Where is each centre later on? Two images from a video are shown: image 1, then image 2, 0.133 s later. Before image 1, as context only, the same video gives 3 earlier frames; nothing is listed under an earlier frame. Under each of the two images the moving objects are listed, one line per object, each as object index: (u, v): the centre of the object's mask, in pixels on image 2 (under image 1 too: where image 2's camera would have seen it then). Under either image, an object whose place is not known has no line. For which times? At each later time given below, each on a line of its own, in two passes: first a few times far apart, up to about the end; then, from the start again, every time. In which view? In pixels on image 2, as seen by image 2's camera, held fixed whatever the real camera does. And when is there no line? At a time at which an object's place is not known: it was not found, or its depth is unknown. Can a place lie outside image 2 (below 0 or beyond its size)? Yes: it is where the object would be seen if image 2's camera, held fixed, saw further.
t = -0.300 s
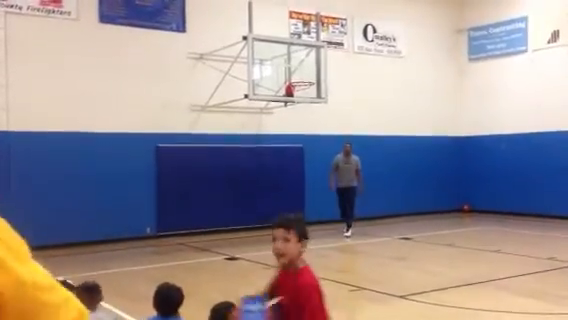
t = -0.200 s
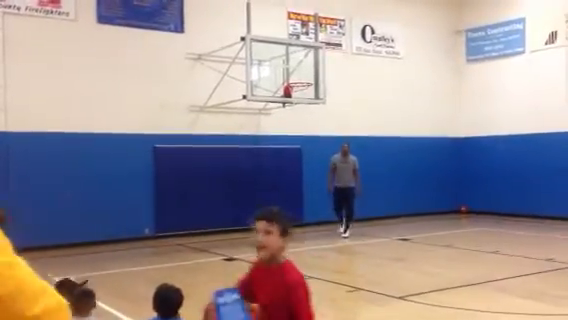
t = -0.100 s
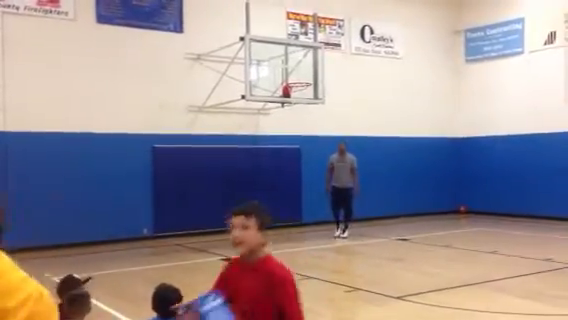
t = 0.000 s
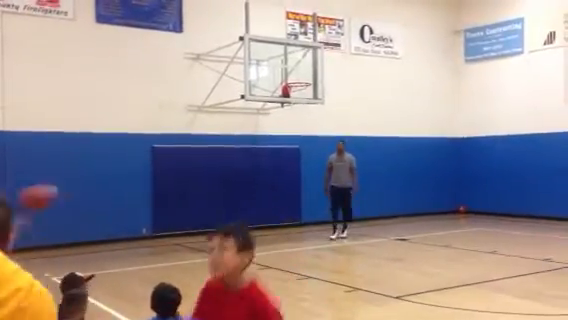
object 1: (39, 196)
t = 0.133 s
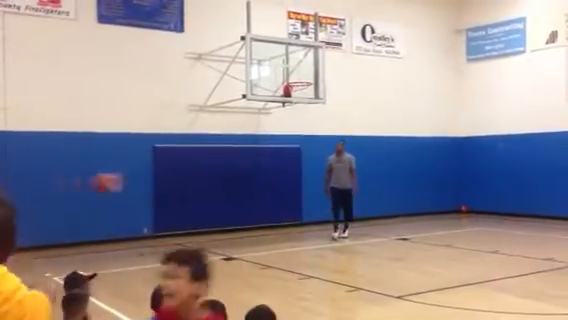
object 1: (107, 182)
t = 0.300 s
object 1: (169, 191)
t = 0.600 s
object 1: (244, 245)
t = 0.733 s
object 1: (264, 242)
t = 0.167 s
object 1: (120, 181)
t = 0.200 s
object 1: (132, 183)
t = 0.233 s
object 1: (145, 185)
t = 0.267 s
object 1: (159, 187)
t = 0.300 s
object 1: (169, 191)
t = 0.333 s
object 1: (179, 195)
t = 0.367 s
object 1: (189, 199)
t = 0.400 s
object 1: (198, 204)
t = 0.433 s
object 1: (207, 209)
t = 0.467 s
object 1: (216, 215)
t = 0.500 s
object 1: (223, 221)
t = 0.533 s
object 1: (231, 228)
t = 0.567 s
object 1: (237, 235)
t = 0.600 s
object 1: (244, 245)
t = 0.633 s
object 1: (252, 255)
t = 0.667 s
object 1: (257, 256)
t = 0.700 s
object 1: (261, 246)
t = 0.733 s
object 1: (264, 242)
